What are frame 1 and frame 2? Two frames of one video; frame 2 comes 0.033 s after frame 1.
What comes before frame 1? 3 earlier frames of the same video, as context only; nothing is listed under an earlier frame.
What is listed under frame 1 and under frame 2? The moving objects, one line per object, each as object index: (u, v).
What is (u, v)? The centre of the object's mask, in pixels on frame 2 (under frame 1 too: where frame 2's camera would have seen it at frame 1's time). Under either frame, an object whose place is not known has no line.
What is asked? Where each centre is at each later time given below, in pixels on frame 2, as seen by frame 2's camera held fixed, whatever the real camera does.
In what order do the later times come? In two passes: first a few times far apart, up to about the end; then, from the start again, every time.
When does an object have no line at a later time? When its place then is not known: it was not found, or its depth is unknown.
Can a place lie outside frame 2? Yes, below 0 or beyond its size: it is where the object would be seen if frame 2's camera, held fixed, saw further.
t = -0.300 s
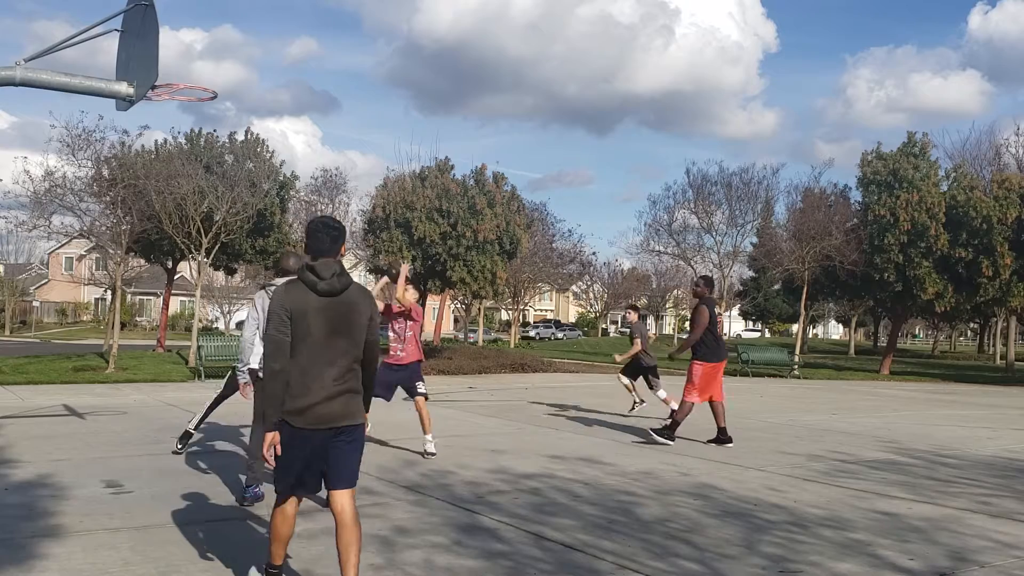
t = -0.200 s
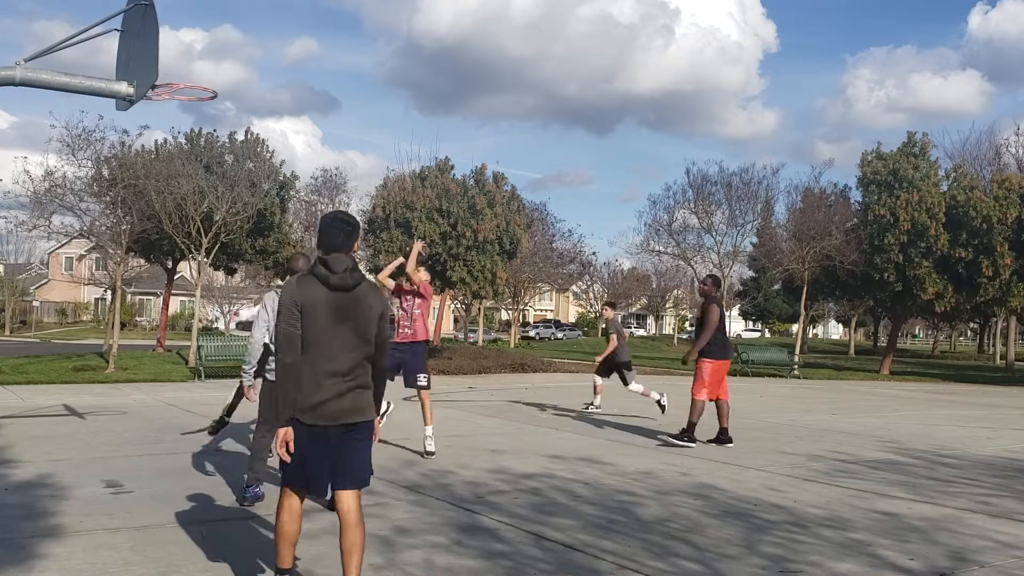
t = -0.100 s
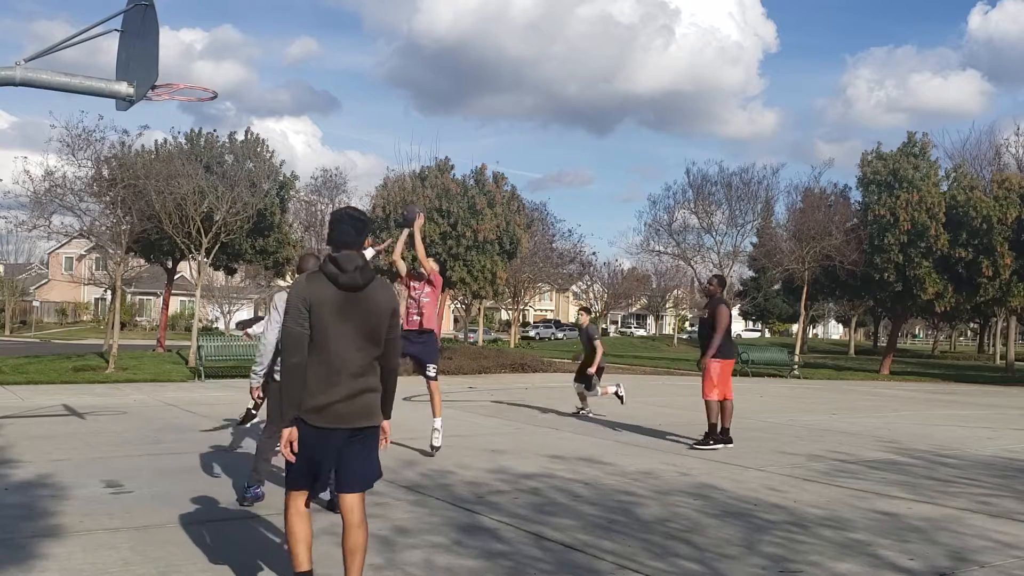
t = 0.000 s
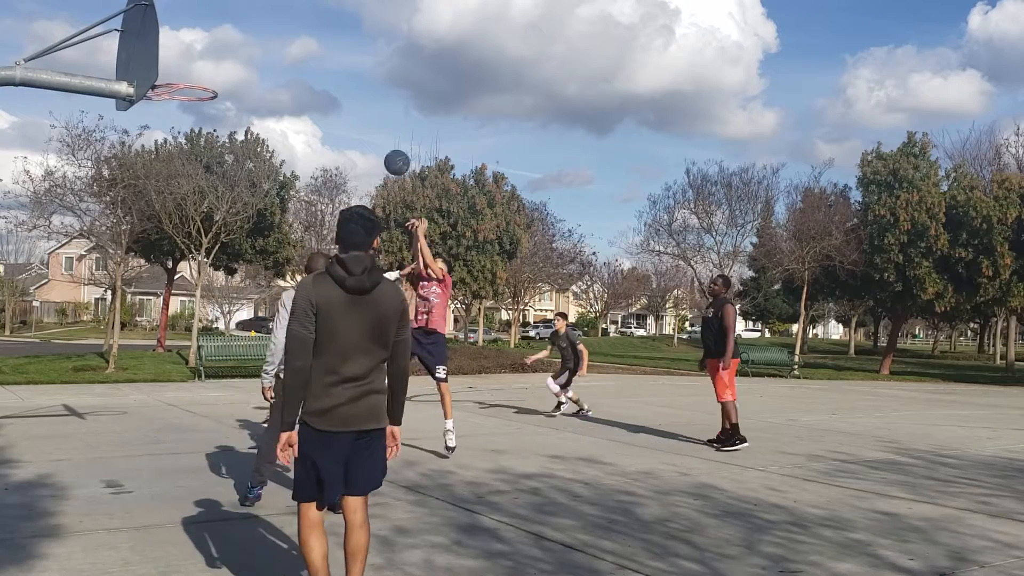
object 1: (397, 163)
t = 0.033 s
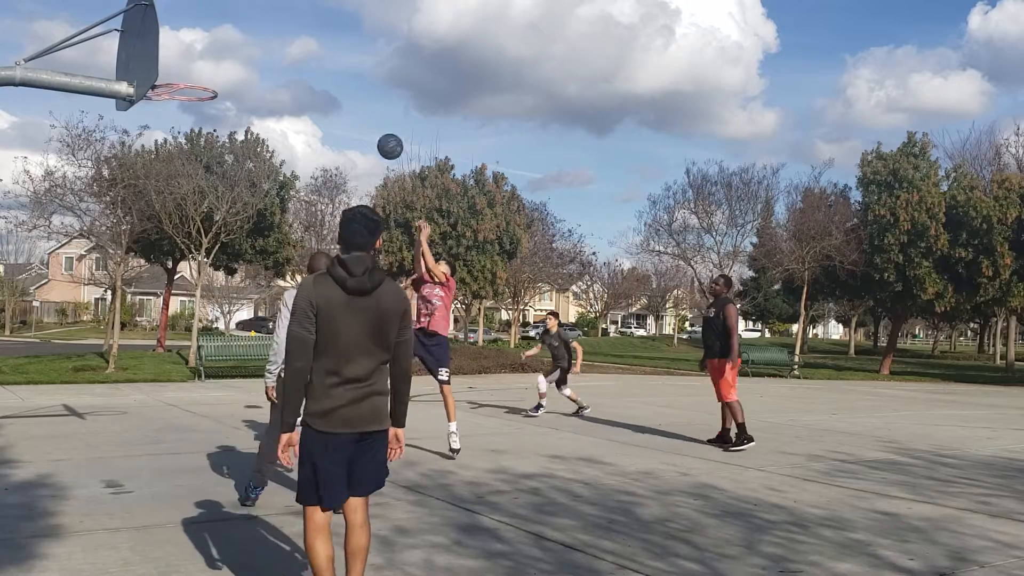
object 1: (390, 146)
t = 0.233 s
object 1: (347, 71)
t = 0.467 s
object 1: (290, 33)
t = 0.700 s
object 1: (225, 58)
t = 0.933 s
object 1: (151, 155)
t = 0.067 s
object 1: (383, 131)
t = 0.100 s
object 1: (376, 117)
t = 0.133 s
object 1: (369, 104)
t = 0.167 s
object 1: (362, 92)
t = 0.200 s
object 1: (354, 81)
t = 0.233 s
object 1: (347, 71)
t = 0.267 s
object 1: (339, 62)
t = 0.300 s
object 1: (331, 54)
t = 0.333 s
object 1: (323, 47)
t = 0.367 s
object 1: (315, 42)
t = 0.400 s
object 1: (307, 38)
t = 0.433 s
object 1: (298, 35)
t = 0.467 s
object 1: (290, 33)
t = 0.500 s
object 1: (281, 33)
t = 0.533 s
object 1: (272, 33)
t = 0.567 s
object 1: (263, 36)
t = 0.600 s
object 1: (254, 39)
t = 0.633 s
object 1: (244, 44)
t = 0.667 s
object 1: (235, 50)
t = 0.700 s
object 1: (225, 58)
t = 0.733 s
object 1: (215, 67)
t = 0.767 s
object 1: (205, 75)
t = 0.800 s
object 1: (194, 91)
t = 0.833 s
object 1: (184, 104)
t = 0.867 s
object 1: (173, 120)
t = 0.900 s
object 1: (162, 137)
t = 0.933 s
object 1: (151, 155)
